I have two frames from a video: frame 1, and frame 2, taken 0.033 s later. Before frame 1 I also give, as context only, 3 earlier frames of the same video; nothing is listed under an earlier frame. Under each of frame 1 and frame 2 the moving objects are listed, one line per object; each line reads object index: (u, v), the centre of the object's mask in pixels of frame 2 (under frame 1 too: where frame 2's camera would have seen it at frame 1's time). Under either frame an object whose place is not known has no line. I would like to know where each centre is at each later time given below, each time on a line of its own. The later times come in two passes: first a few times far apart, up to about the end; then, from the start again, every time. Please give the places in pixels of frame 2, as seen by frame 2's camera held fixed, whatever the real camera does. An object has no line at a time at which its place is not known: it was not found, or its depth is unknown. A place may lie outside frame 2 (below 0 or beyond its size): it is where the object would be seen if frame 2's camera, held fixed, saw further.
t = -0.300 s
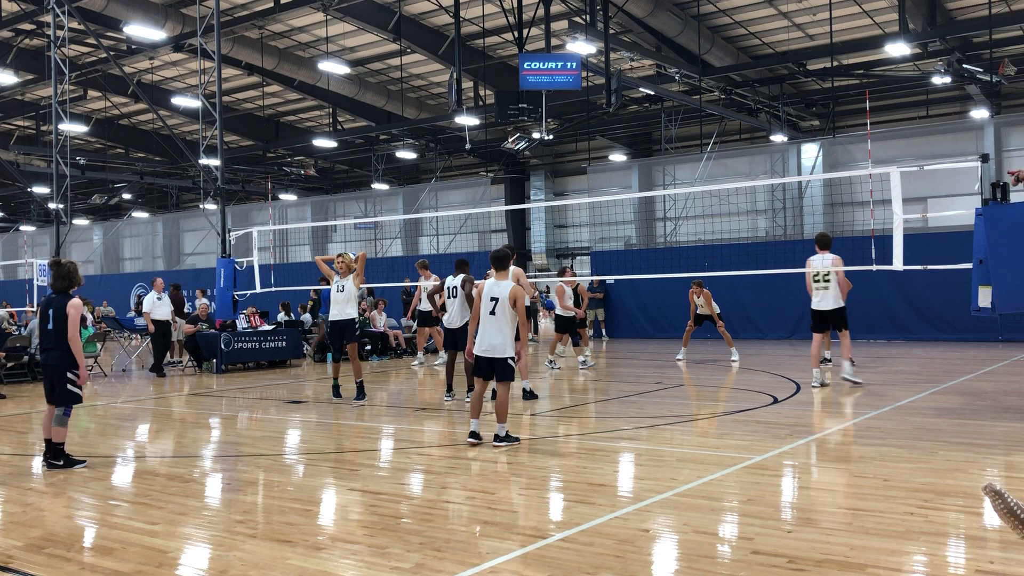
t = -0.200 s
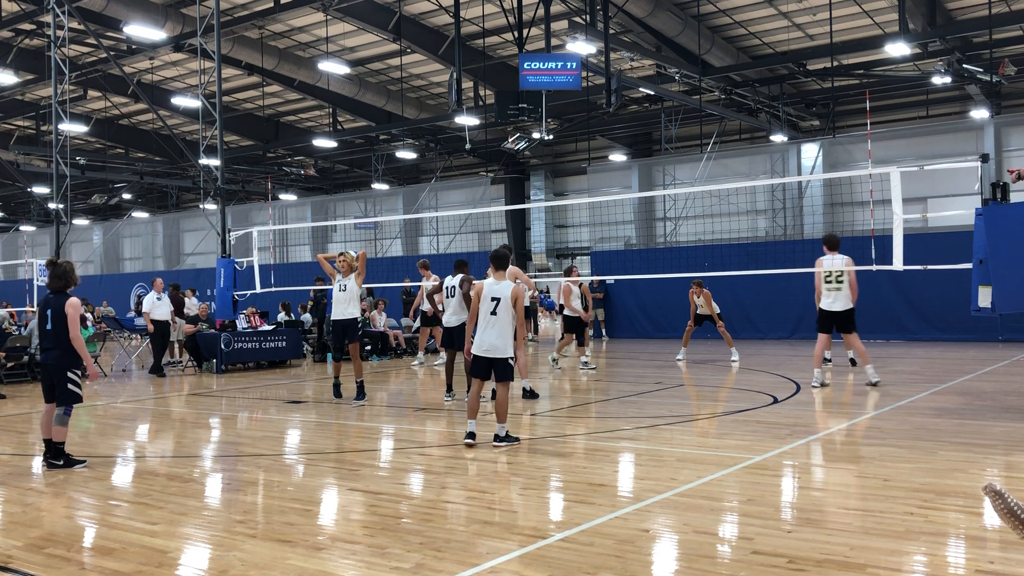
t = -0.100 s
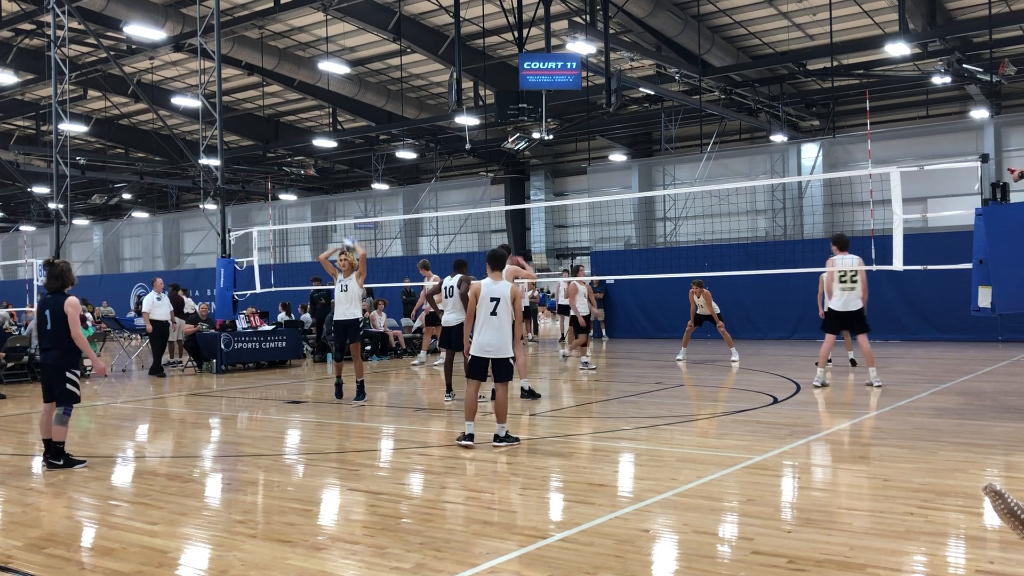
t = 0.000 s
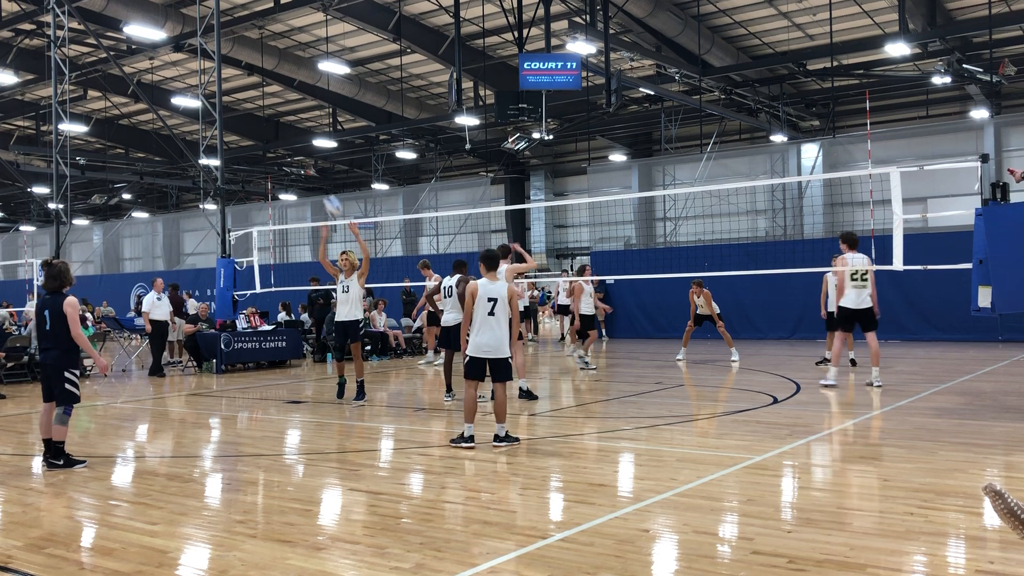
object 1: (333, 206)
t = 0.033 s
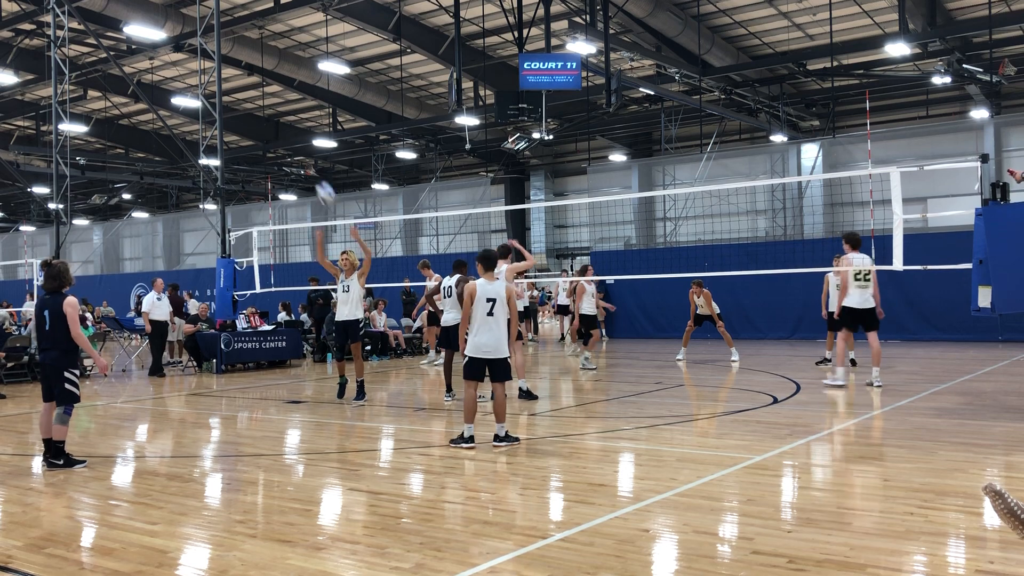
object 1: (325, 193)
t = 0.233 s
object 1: (273, 124)
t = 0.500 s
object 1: (192, 73)
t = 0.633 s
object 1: (143, 74)
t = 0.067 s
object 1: (318, 181)
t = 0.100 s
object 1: (309, 168)
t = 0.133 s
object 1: (301, 156)
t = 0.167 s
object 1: (292, 145)
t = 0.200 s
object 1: (283, 134)
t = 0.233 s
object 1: (273, 124)
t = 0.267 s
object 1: (264, 115)
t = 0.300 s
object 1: (254, 107)
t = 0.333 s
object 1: (244, 99)
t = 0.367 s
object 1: (234, 92)
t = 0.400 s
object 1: (224, 85)
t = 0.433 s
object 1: (213, 81)
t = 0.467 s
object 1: (202, 77)
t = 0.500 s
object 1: (192, 73)
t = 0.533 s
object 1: (180, 71)
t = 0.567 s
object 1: (168, 71)
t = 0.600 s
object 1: (156, 72)
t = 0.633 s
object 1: (143, 74)
